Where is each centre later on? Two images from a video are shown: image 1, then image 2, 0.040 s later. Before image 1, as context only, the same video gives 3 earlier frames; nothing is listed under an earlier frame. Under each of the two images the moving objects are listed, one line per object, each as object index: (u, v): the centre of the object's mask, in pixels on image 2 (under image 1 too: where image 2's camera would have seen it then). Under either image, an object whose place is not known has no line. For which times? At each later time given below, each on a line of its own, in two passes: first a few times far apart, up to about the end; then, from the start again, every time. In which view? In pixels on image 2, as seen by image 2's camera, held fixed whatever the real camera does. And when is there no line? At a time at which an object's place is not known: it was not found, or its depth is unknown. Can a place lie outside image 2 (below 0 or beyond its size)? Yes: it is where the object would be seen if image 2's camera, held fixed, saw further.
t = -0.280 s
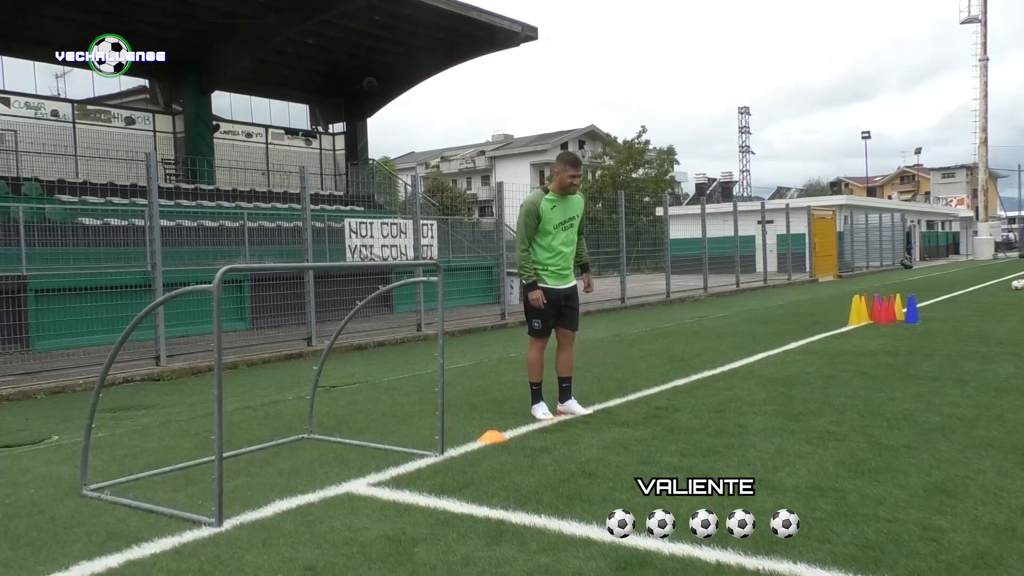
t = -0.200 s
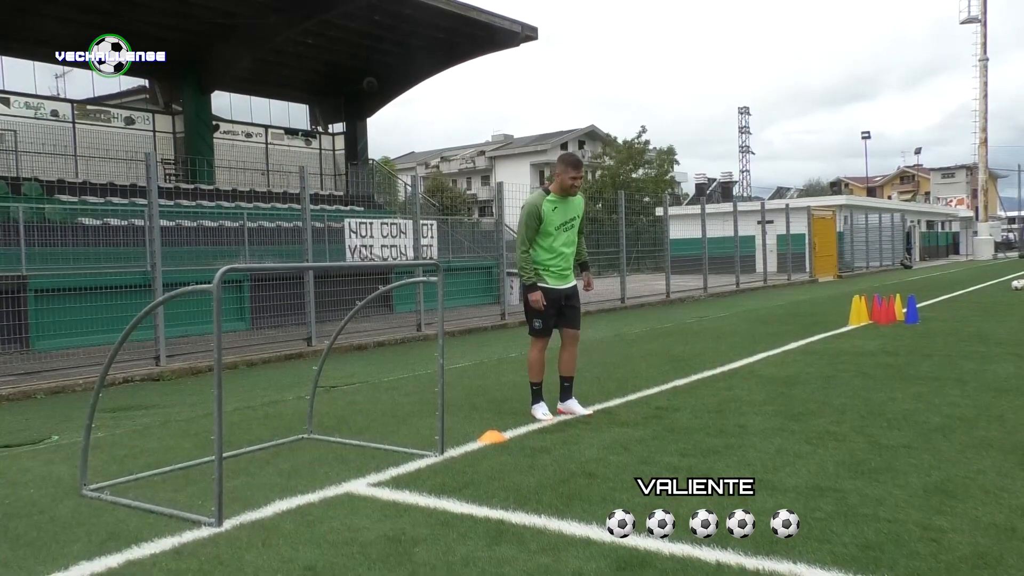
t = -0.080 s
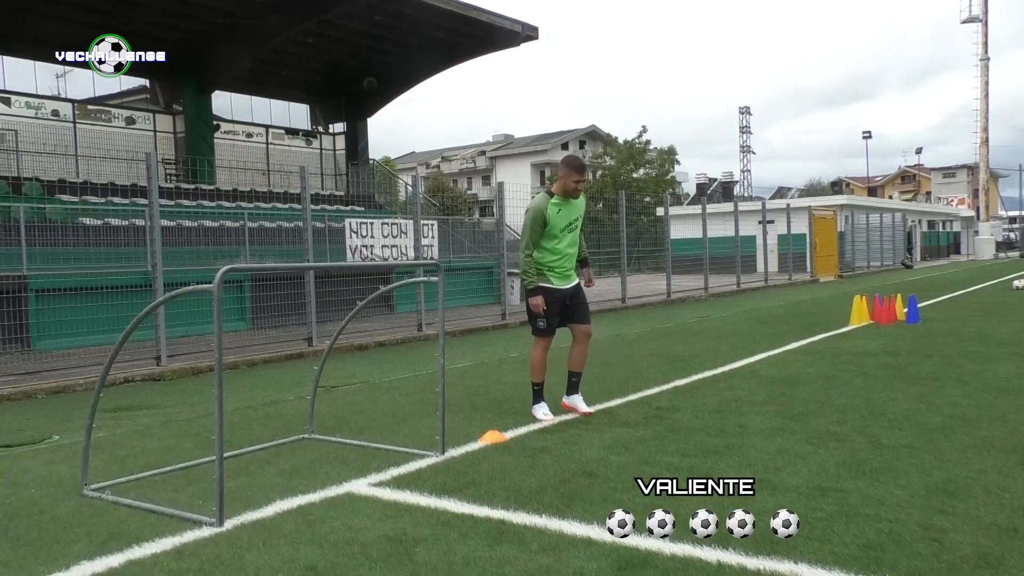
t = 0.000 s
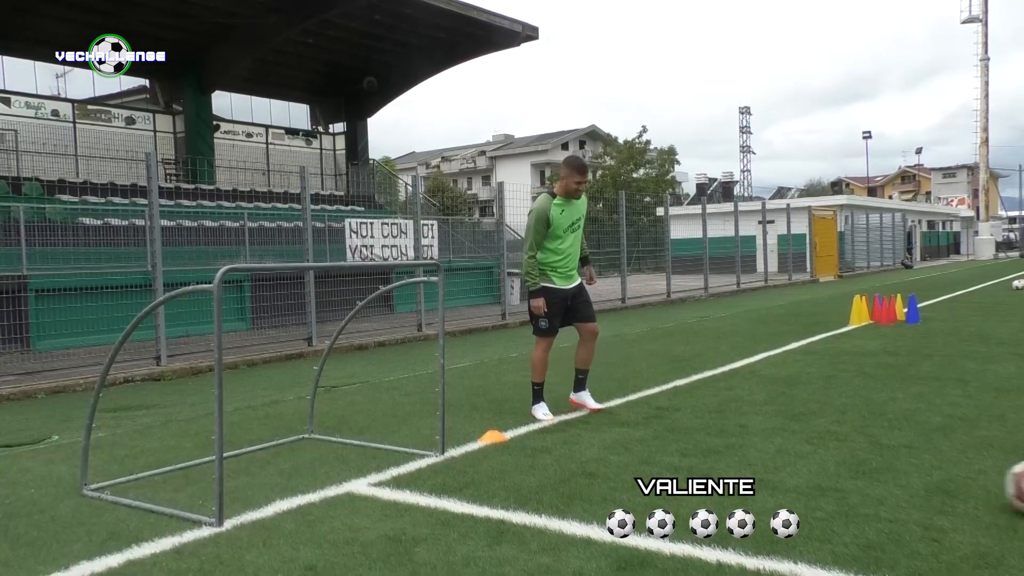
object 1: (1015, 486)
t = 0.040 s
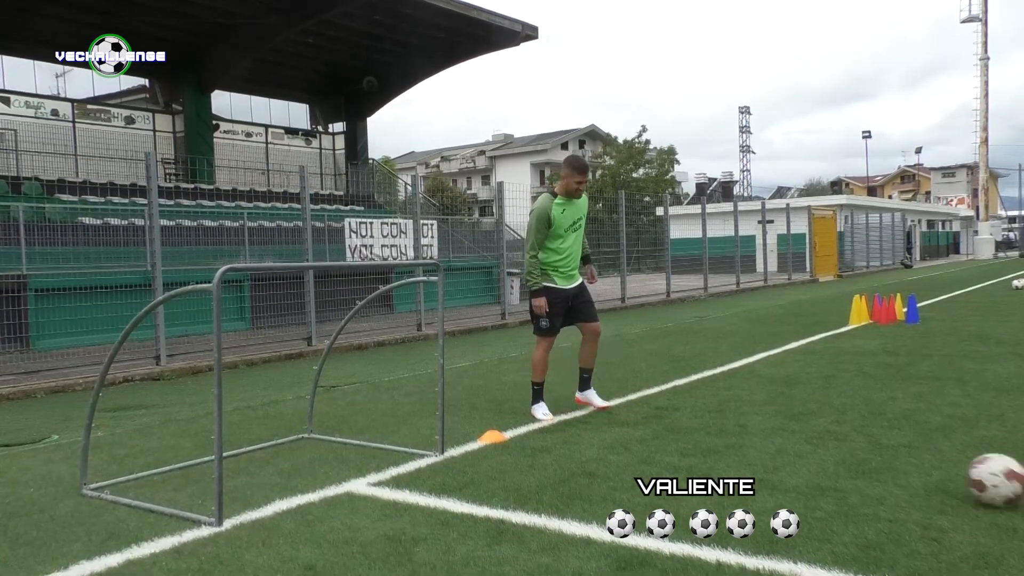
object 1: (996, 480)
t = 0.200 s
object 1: (878, 455)
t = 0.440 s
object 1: (753, 426)
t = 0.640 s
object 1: (678, 411)
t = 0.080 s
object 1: (963, 472)
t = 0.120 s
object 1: (934, 467)
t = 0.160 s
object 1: (905, 461)
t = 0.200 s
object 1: (878, 455)
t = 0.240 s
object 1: (854, 449)
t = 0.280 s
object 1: (830, 444)
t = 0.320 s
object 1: (810, 440)
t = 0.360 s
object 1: (790, 434)
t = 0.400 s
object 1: (771, 431)
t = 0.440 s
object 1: (753, 426)
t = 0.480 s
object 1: (736, 423)
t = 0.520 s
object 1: (721, 420)
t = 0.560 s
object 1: (706, 417)
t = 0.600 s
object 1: (692, 414)
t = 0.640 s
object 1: (678, 411)
